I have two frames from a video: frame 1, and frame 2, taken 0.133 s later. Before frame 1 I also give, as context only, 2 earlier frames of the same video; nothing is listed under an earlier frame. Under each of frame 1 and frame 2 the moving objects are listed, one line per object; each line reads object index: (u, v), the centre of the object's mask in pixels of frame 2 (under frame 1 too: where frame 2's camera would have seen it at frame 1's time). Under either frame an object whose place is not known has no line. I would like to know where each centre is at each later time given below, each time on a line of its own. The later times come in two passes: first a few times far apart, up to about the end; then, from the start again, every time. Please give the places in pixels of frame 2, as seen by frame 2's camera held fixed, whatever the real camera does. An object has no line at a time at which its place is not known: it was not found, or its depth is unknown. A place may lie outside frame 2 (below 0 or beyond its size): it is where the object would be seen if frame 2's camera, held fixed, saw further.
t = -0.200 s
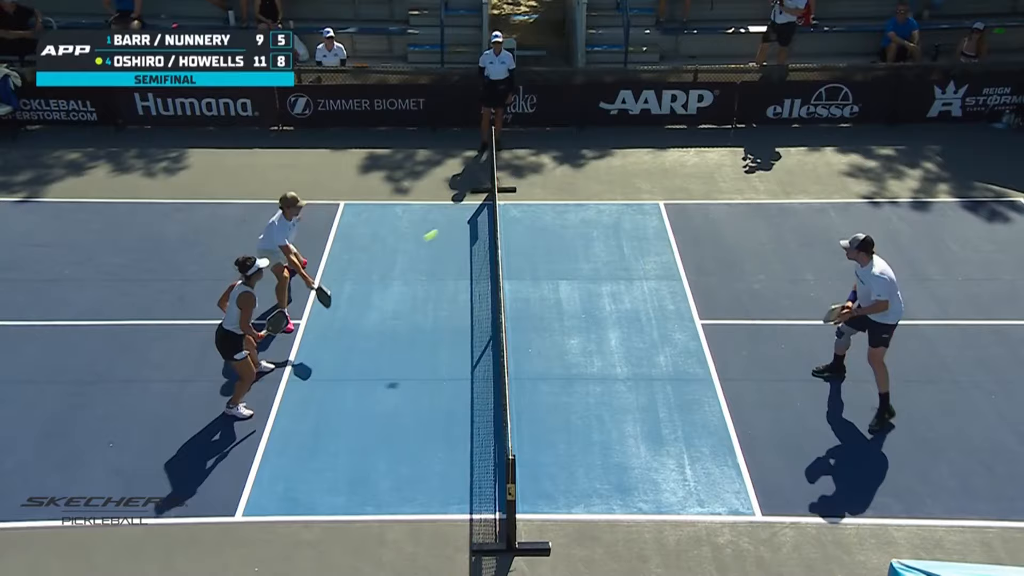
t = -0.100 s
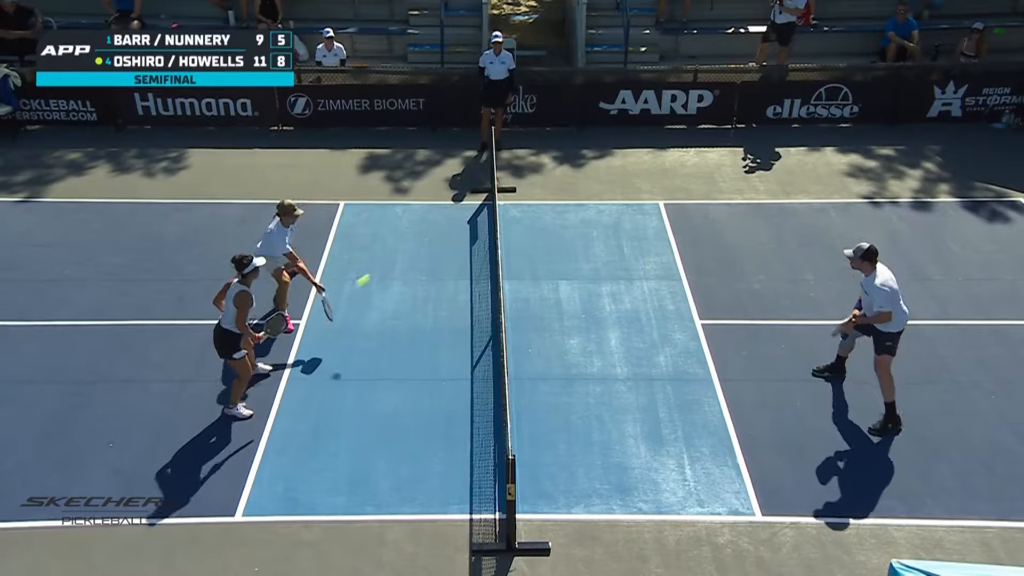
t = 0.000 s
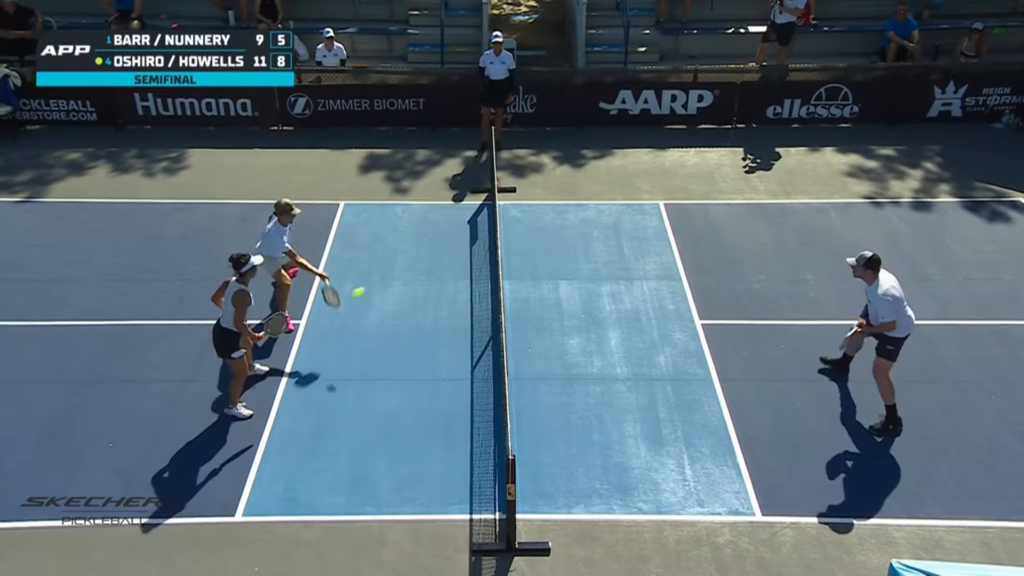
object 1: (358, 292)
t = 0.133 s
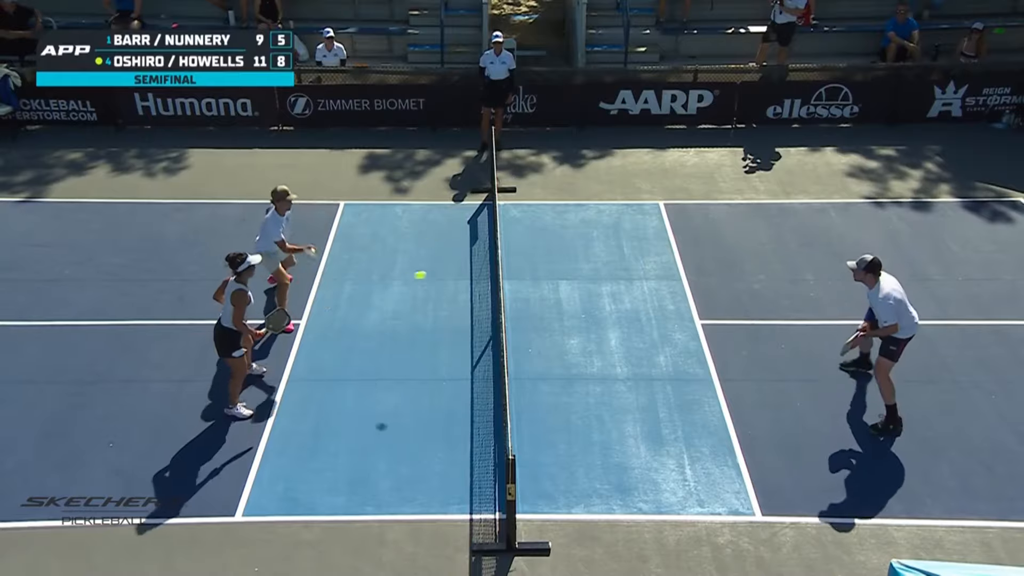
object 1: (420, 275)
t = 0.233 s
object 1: (467, 273)
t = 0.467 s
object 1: (577, 305)
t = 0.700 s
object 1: (680, 389)
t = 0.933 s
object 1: (761, 410)
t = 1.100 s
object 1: (811, 413)
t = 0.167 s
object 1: (436, 273)
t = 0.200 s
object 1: (451, 272)
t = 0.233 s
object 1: (467, 273)
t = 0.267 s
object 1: (483, 274)
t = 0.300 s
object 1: (498, 277)
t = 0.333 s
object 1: (514, 280)
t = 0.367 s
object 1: (530, 285)
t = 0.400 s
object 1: (546, 291)
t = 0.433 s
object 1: (561, 297)
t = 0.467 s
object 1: (577, 305)
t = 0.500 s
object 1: (592, 314)
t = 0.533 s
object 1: (607, 324)
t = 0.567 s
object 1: (622, 335)
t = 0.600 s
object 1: (637, 347)
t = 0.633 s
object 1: (651, 360)
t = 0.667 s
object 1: (666, 374)
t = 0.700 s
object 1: (680, 389)
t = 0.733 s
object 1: (694, 404)
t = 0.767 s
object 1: (707, 421)
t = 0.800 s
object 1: (719, 426)
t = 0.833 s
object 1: (731, 420)
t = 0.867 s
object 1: (740, 416)
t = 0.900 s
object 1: (750, 412)
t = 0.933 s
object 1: (761, 410)
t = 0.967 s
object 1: (771, 409)
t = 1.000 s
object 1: (781, 408)
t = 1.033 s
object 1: (791, 409)
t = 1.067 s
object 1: (801, 410)
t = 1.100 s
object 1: (811, 413)
